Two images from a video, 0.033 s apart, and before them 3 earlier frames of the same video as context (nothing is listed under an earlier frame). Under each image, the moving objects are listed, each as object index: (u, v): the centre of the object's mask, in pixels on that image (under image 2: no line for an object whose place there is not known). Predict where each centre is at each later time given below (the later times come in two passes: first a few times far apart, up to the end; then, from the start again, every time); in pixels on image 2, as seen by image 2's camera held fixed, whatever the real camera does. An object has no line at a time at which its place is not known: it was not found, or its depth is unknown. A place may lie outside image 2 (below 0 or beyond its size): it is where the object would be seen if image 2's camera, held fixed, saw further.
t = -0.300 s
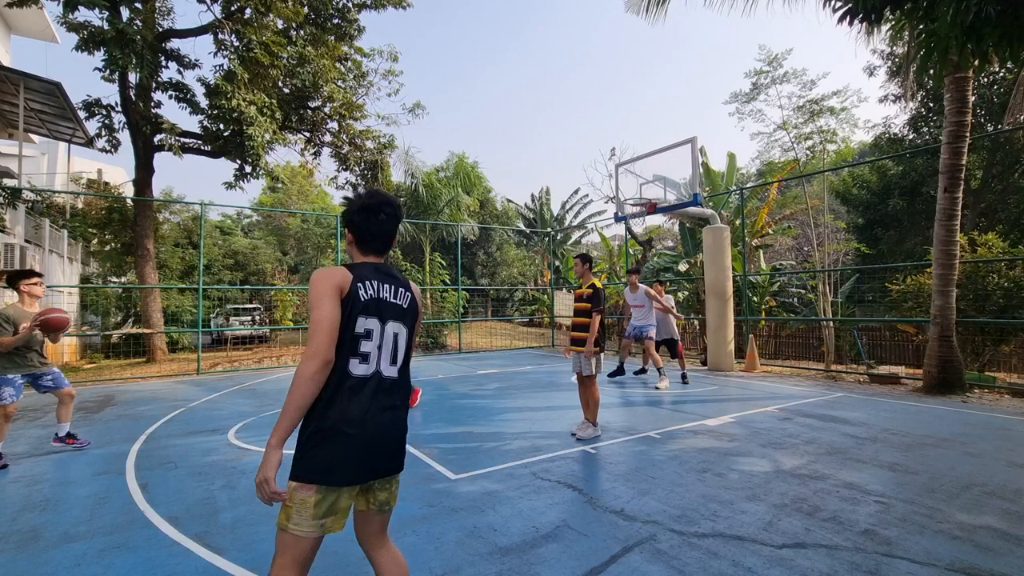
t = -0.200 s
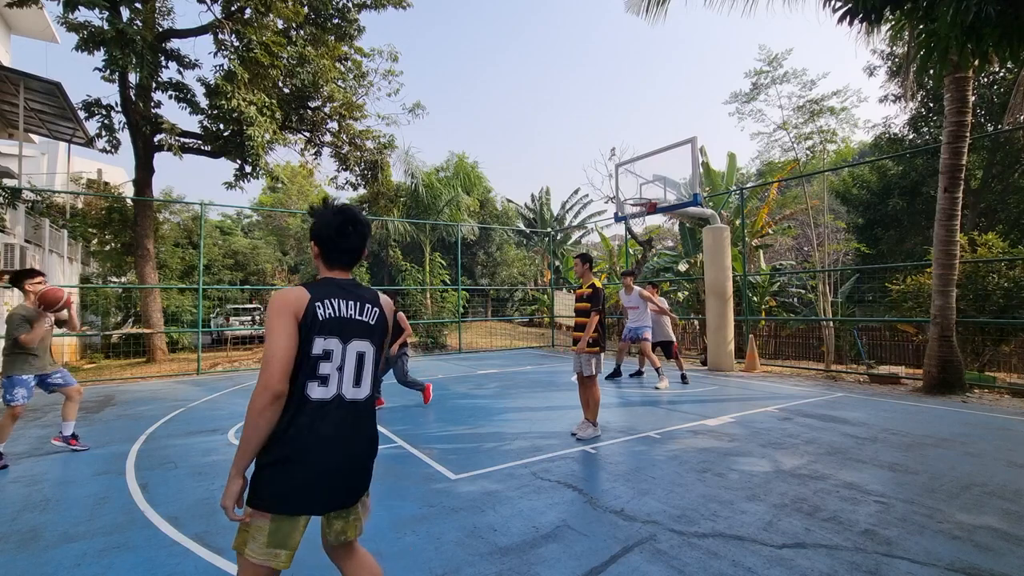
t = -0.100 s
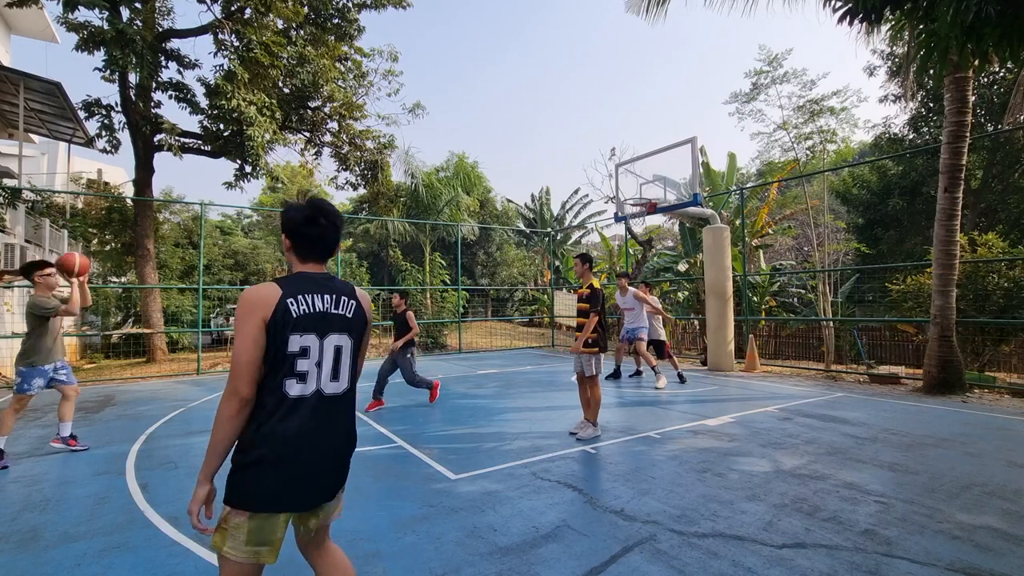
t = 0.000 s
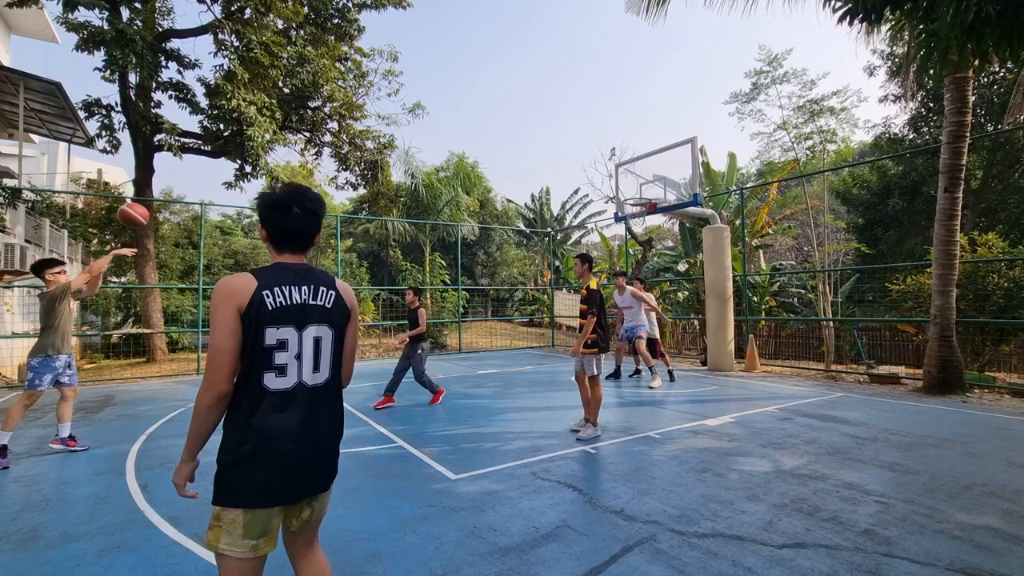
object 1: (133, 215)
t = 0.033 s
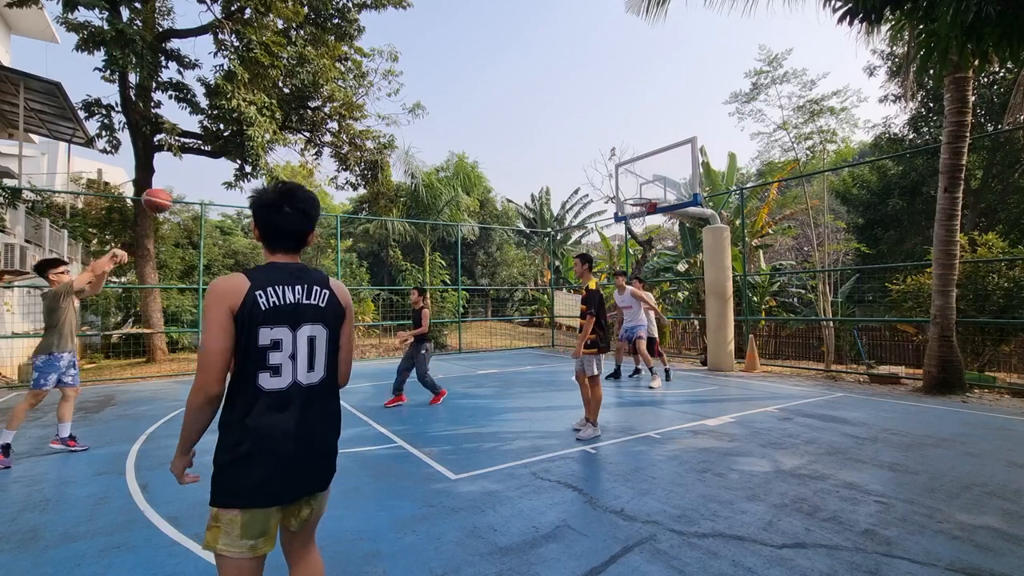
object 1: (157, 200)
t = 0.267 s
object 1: (297, 140)
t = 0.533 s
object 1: (416, 138)
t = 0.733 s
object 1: (488, 168)
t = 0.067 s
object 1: (179, 188)
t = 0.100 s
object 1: (201, 176)
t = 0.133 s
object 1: (222, 166)
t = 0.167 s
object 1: (241, 158)
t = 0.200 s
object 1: (260, 151)
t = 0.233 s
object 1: (279, 145)
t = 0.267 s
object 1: (297, 140)
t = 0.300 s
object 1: (313, 136)
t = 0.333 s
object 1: (329, 134)
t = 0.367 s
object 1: (346, 132)
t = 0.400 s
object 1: (361, 133)
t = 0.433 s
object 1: (376, 133)
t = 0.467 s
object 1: (390, 133)
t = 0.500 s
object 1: (402, 136)
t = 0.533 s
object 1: (416, 138)
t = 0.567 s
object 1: (429, 142)
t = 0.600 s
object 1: (441, 146)
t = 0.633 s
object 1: (454, 150)
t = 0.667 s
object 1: (465, 156)
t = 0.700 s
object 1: (477, 162)
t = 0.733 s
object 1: (488, 168)
